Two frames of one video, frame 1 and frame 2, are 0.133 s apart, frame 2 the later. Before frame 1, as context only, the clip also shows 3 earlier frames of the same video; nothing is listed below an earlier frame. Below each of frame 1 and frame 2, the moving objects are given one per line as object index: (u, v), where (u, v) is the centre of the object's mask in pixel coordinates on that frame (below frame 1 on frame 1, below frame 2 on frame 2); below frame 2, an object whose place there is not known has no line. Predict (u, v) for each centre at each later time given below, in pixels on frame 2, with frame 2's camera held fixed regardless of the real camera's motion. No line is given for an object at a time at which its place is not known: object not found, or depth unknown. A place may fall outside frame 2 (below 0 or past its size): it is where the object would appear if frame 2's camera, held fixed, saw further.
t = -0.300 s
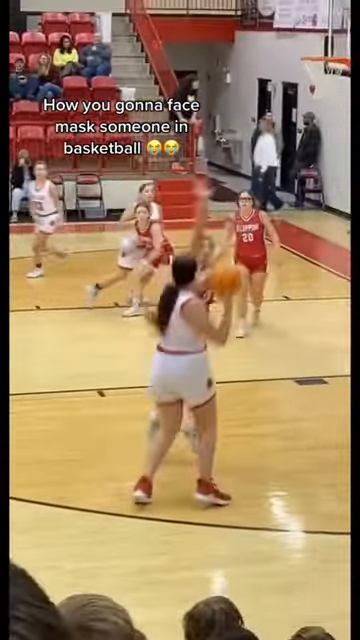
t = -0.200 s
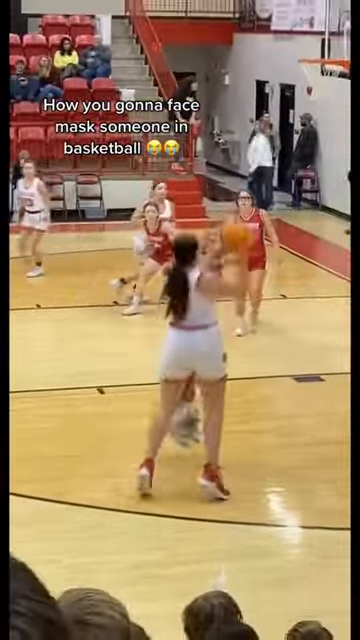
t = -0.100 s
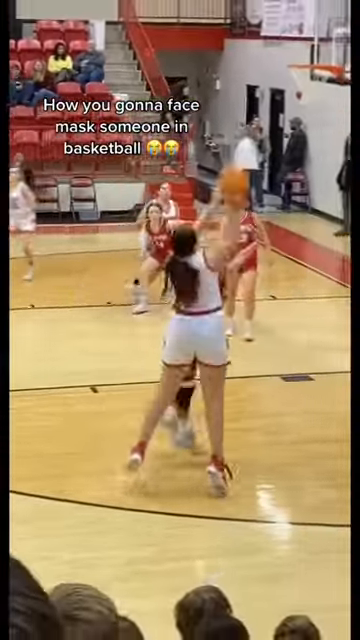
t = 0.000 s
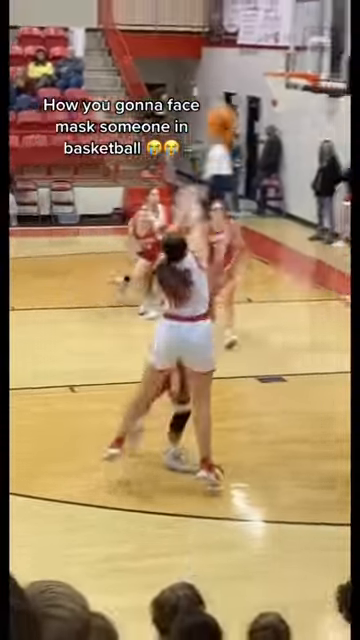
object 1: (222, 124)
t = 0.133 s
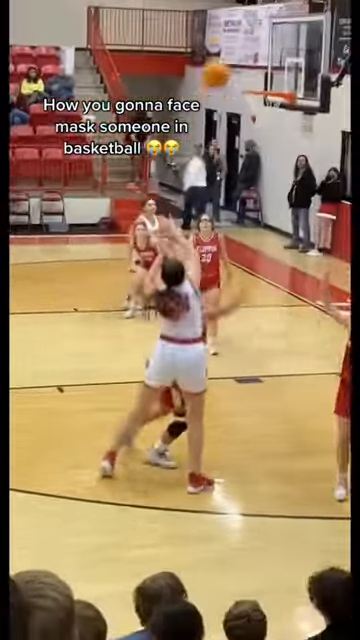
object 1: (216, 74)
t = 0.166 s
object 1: (218, 61)
